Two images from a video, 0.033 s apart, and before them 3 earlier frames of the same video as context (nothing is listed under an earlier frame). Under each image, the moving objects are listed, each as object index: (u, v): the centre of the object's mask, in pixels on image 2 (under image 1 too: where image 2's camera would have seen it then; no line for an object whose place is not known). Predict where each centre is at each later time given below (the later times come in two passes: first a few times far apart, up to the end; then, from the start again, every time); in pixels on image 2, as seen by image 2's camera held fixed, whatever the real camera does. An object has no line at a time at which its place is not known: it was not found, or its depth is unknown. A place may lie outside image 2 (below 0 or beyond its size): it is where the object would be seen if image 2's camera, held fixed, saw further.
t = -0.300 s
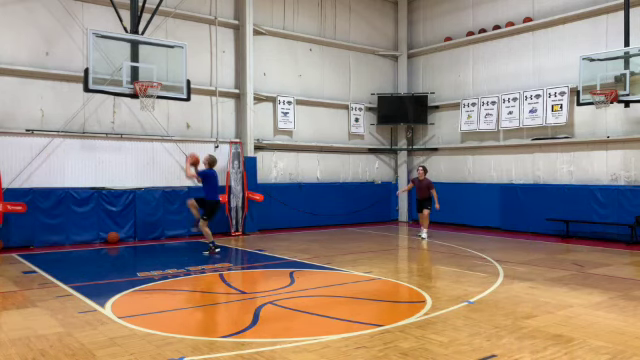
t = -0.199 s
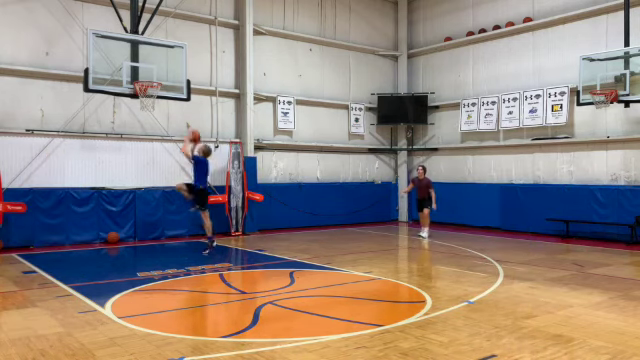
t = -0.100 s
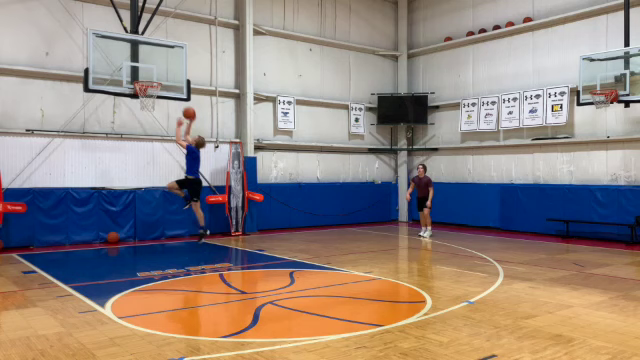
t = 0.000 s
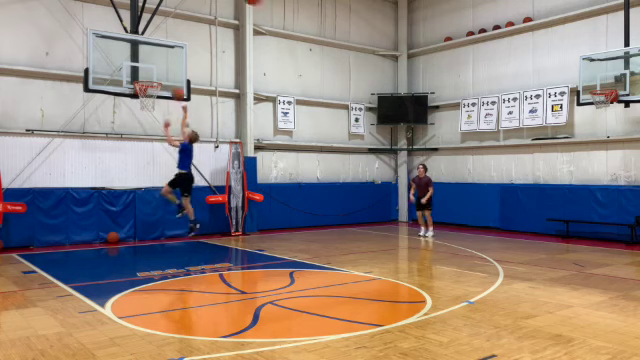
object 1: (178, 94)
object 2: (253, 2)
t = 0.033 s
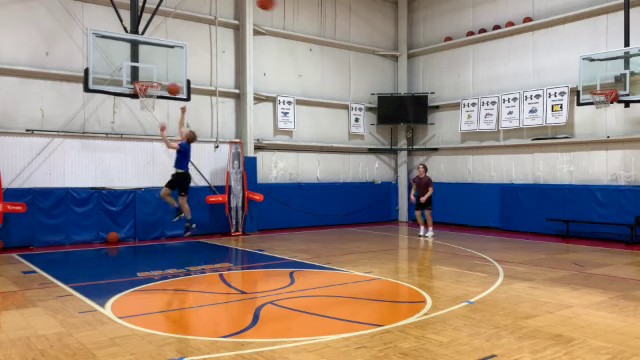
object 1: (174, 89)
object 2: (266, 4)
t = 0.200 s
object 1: (161, 75)
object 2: (318, 31)
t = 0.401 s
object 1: (155, 78)
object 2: (359, 78)
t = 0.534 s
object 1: (149, 93)
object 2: (380, 112)
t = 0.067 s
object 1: (169, 85)
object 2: (277, 7)
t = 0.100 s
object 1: (165, 81)
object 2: (289, 11)
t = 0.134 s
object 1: (163, 78)
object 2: (299, 18)
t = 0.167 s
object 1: (162, 76)
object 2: (309, 25)
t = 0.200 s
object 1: (161, 75)
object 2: (318, 31)
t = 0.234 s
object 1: (160, 74)
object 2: (327, 39)
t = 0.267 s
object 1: (159, 74)
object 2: (334, 47)
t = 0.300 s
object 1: (158, 75)
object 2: (341, 53)
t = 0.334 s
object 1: (157, 76)
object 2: (347, 62)
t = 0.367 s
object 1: (156, 78)
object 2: (353, 70)
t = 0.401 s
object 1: (155, 78)
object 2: (359, 78)
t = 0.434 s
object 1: (153, 78)
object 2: (364, 87)
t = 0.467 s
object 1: (153, 79)
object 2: (369, 95)
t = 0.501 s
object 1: (150, 81)
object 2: (375, 104)
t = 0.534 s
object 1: (149, 93)
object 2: (380, 112)
